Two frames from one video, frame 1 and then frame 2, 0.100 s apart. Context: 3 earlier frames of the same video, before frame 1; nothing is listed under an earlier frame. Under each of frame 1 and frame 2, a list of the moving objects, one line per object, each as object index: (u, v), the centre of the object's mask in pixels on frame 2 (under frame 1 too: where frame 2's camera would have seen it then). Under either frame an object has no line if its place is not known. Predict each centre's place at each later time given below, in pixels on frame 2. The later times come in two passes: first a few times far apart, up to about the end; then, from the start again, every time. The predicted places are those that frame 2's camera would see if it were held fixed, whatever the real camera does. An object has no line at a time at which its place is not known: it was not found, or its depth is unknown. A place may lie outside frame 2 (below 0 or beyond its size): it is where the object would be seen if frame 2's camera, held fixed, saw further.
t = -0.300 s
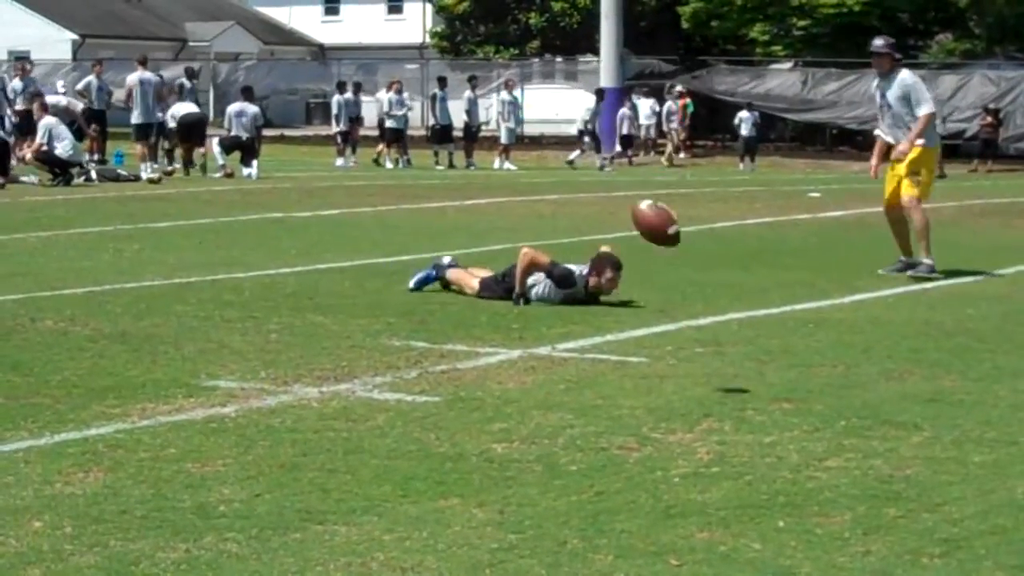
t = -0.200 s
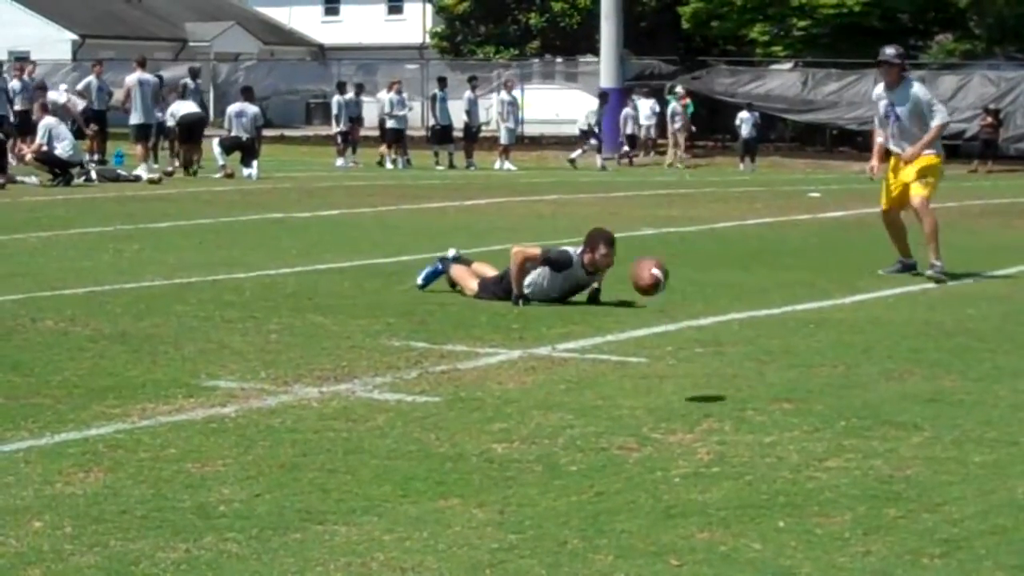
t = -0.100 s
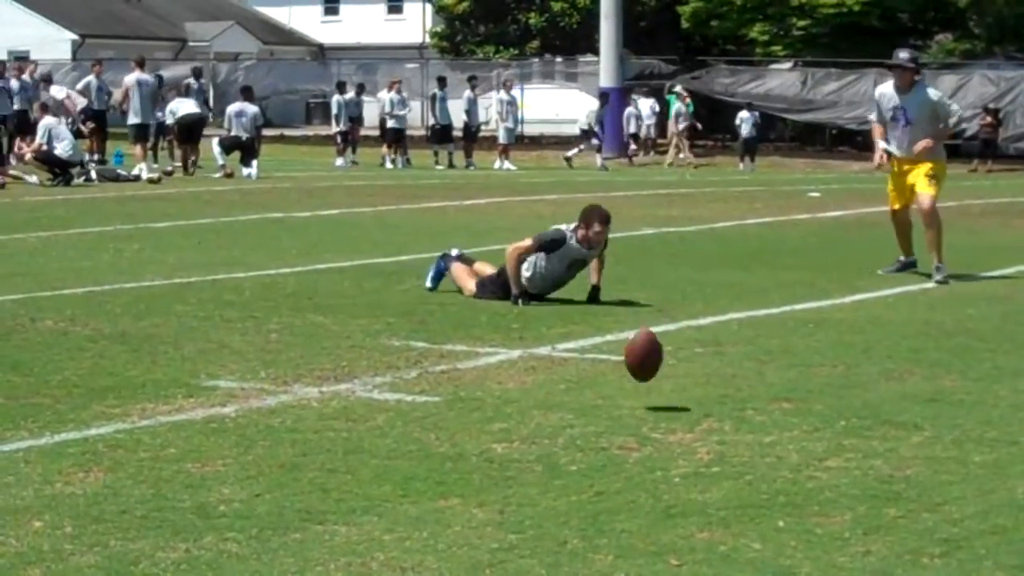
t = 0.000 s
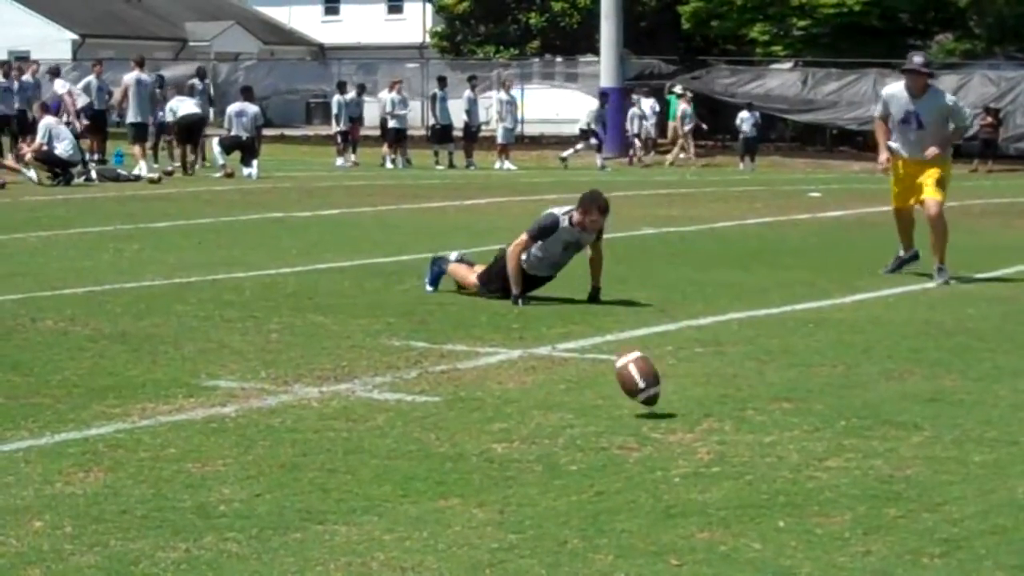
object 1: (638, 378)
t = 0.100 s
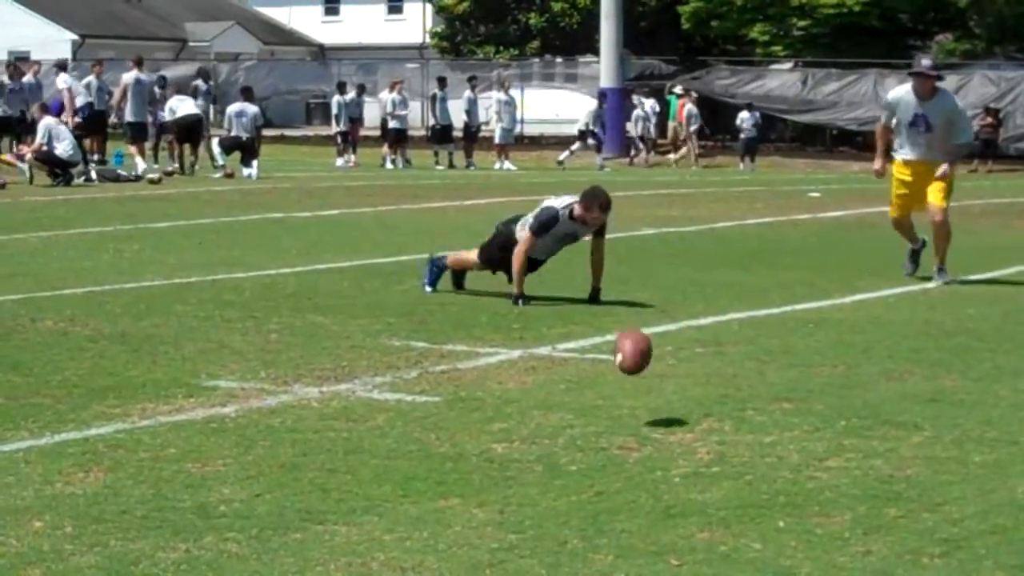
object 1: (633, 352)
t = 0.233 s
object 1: (623, 352)
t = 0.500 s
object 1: (615, 416)
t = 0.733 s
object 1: (623, 439)
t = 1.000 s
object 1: (628, 480)
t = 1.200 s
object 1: (631, 479)
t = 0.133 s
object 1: (630, 348)
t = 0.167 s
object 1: (627, 346)
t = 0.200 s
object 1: (625, 349)
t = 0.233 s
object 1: (623, 352)
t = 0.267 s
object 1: (621, 360)
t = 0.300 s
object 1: (618, 368)
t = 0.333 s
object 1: (616, 381)
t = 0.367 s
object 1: (613, 396)
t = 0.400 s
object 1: (611, 416)
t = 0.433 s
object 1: (611, 415)
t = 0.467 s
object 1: (613, 415)
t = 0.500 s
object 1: (615, 416)
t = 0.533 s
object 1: (617, 422)
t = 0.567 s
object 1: (618, 429)
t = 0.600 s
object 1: (619, 439)
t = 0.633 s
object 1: (620, 448)
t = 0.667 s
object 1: (623, 452)
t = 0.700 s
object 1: (623, 445)
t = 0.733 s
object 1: (623, 439)
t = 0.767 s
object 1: (624, 434)
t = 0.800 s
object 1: (625, 434)
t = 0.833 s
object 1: (625, 438)
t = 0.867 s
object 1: (627, 444)
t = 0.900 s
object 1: (627, 454)
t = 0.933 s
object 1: (627, 464)
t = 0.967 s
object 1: (627, 477)
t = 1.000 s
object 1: (628, 480)
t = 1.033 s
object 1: (628, 476)
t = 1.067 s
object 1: (629, 471)
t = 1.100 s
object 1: (630, 468)
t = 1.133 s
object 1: (630, 467)
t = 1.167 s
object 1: (630, 471)
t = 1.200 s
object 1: (631, 479)
